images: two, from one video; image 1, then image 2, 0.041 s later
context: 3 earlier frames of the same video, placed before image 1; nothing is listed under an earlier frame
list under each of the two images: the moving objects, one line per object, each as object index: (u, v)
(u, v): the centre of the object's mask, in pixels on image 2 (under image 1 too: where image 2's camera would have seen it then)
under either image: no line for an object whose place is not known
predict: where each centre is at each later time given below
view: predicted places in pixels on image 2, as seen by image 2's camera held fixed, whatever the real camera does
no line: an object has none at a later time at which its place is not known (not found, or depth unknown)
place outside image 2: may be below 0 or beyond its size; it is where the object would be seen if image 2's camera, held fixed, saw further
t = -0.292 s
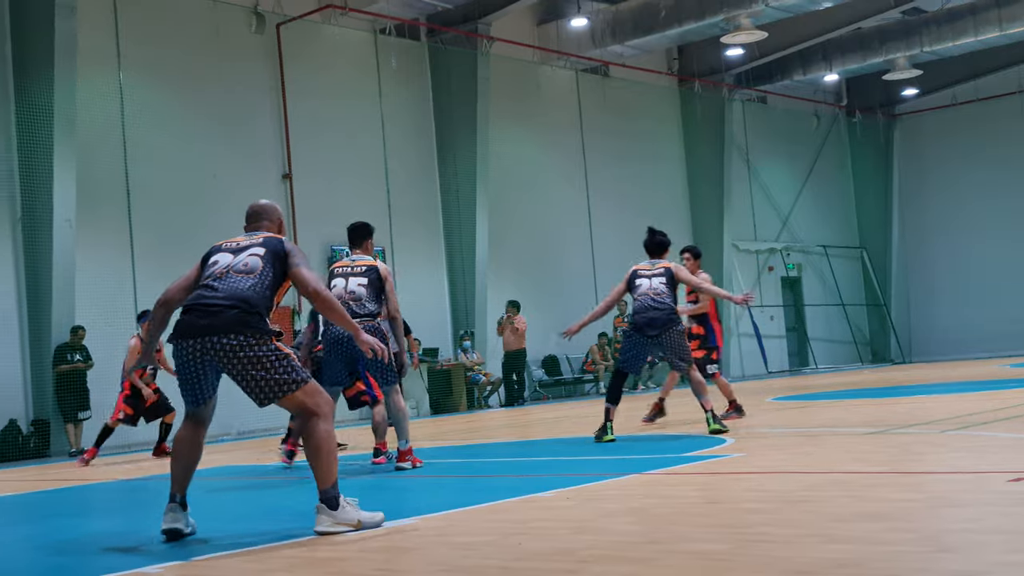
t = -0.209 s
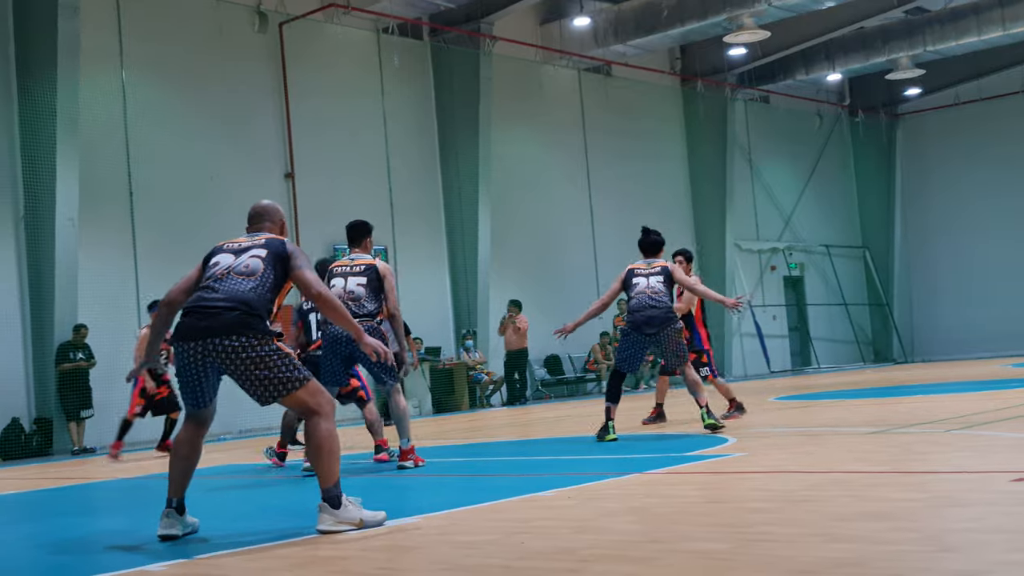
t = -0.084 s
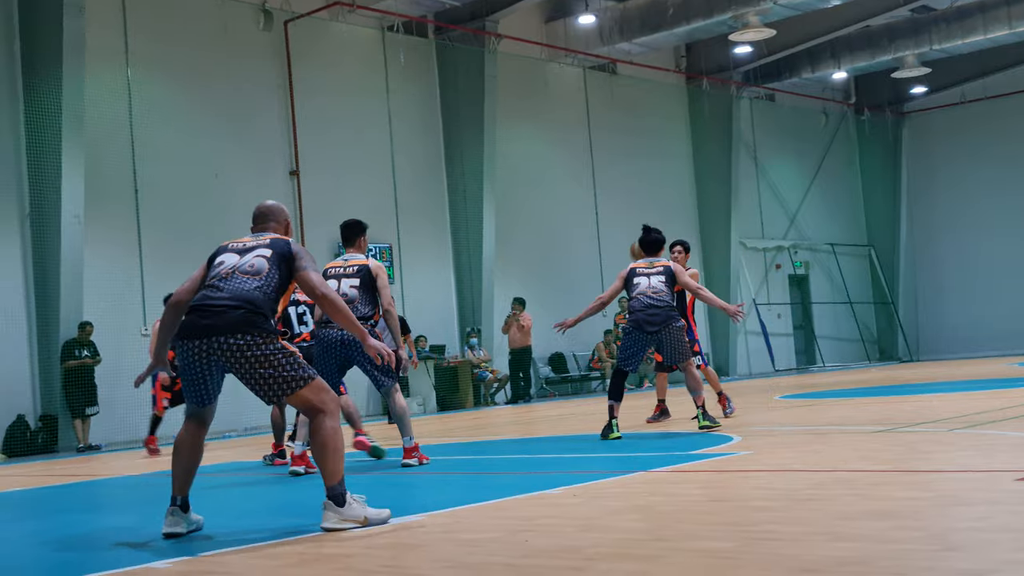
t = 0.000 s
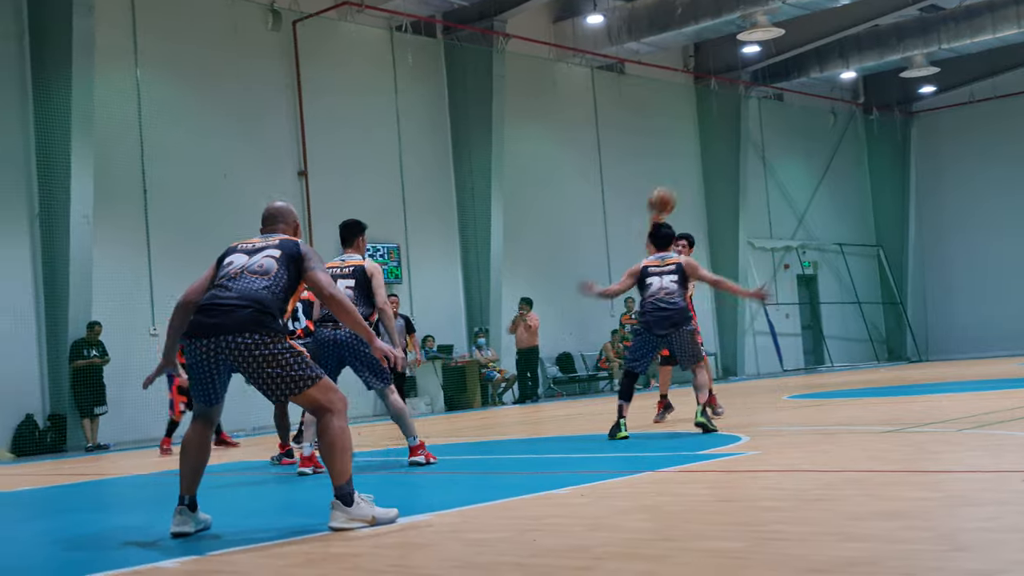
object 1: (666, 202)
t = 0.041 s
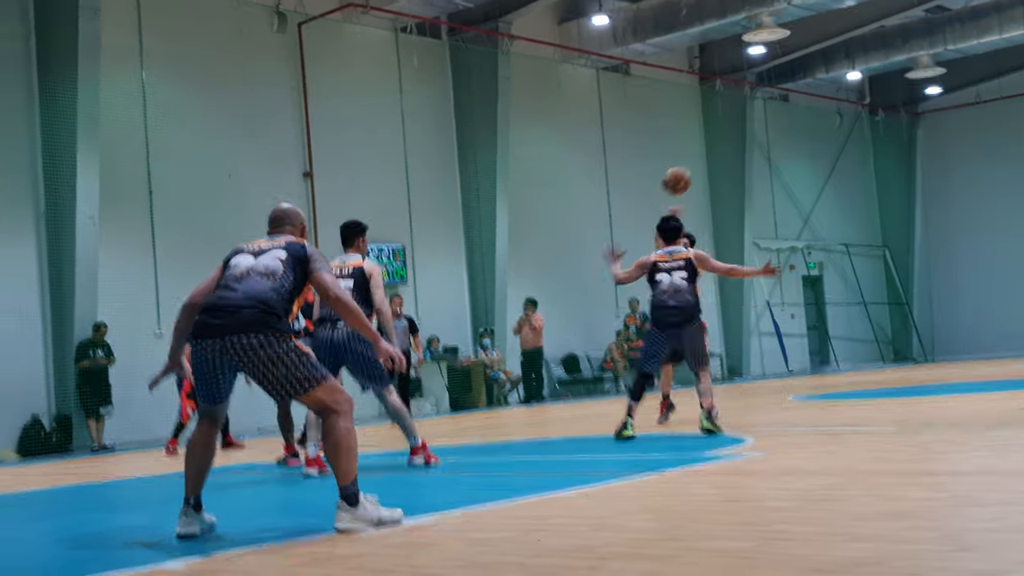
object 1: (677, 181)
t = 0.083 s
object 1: (687, 160)
